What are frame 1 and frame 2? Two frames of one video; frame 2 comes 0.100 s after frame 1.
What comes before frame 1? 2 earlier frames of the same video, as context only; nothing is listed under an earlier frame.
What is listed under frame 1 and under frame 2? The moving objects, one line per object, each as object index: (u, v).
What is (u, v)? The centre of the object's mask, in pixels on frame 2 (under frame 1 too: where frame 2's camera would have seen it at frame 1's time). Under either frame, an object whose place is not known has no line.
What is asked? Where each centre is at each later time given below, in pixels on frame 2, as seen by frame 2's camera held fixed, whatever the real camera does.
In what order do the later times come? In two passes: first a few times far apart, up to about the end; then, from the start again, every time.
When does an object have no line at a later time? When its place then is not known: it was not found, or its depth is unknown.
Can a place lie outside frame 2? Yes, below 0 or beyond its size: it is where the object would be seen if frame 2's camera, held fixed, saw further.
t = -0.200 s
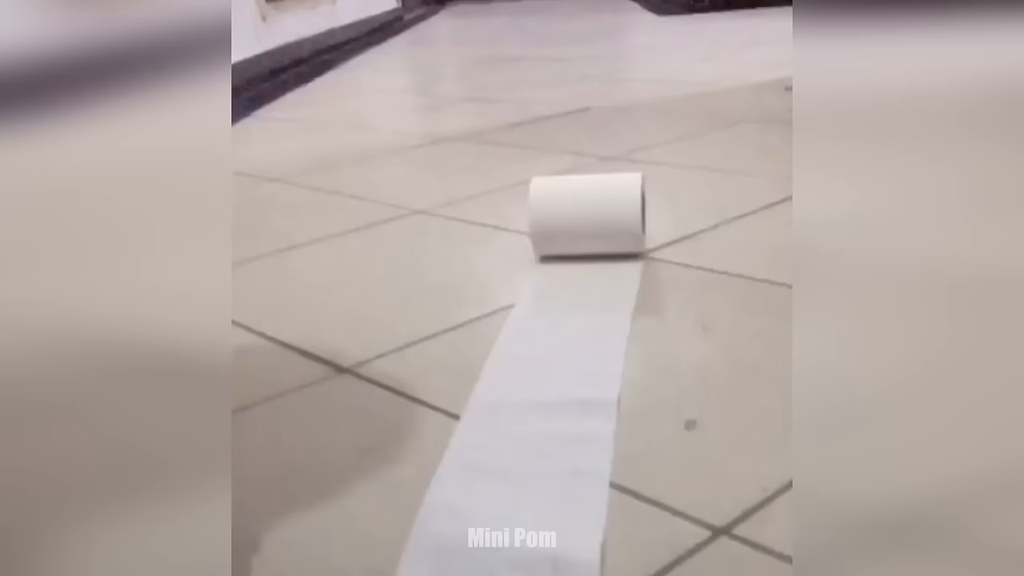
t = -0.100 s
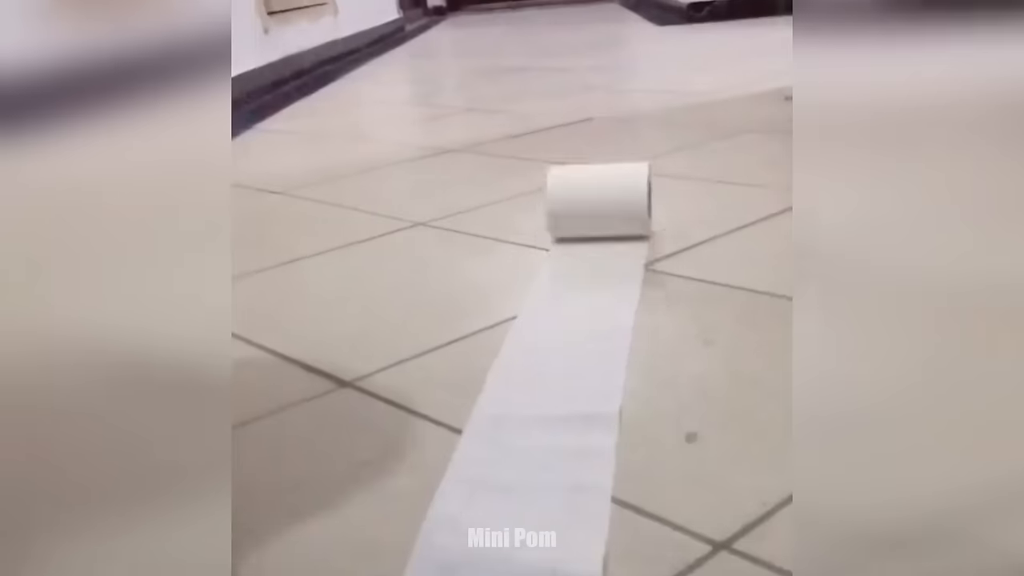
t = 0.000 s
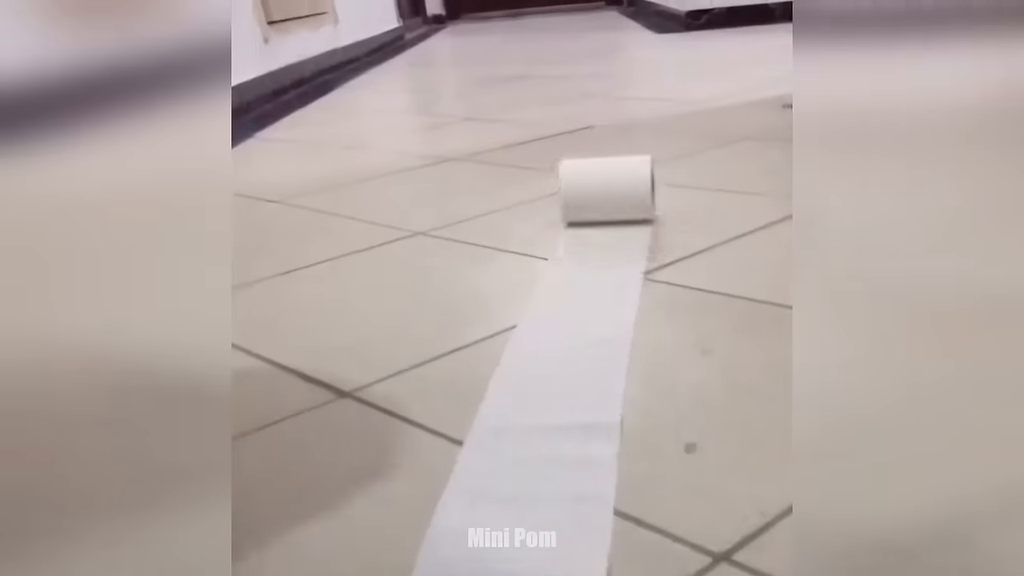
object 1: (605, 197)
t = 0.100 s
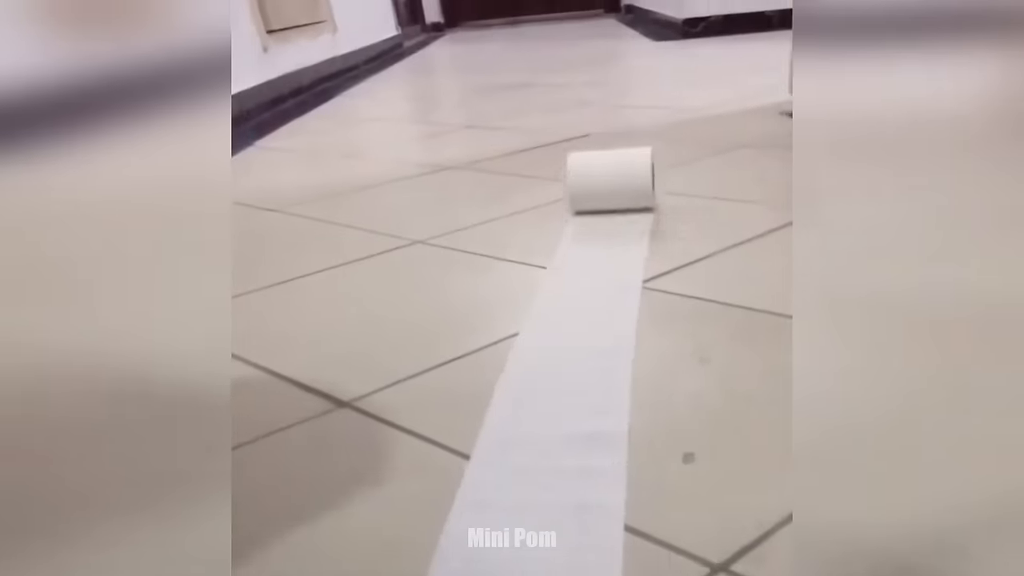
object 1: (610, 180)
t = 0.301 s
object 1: (620, 156)
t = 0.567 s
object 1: (626, 132)
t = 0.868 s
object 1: (631, 113)
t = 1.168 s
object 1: (637, 98)
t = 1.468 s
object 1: (641, 87)
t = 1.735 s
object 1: (642, 80)
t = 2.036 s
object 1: (645, 72)
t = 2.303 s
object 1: (646, 68)
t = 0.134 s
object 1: (612, 176)
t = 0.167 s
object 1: (614, 170)
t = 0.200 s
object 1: (616, 167)
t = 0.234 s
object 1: (617, 163)
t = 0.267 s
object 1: (617, 160)
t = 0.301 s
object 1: (620, 156)
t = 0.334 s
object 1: (620, 152)
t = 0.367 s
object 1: (621, 149)
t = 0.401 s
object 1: (623, 146)
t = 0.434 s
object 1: (622, 144)
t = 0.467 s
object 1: (624, 140)
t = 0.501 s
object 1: (624, 137)
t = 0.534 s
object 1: (625, 134)
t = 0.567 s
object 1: (626, 132)
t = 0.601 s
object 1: (626, 129)
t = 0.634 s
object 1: (628, 126)
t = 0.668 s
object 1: (628, 124)
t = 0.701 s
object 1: (629, 122)
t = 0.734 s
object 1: (630, 120)
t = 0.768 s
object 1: (630, 119)
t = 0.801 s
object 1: (630, 116)
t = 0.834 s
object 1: (631, 114)
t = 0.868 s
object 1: (631, 113)
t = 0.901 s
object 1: (632, 111)
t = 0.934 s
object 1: (633, 110)
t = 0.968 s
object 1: (634, 107)
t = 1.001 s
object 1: (635, 105)
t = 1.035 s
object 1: (635, 104)
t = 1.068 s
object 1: (635, 103)
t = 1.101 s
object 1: (636, 101)
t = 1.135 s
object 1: (636, 100)
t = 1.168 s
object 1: (637, 98)
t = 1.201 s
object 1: (637, 97)
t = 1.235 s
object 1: (638, 95)
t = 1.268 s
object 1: (638, 94)
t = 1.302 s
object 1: (638, 94)
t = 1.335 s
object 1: (639, 92)
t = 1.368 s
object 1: (639, 90)
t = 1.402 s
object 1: (640, 89)
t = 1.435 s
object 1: (640, 88)
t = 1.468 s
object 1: (641, 87)
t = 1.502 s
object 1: (641, 86)
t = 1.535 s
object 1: (641, 85)
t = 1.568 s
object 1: (641, 83)
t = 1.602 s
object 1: (642, 83)
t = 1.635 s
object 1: (642, 82)
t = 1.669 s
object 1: (642, 81)
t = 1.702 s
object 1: (642, 81)
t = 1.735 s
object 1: (642, 80)
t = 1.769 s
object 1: (643, 79)
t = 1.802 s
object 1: (643, 78)
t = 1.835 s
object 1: (643, 77)
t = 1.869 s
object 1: (644, 76)
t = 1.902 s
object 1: (644, 76)
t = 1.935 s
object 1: (644, 76)
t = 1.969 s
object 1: (644, 74)
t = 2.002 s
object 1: (644, 73)
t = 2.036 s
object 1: (645, 72)
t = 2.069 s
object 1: (645, 72)
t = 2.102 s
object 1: (644, 71)
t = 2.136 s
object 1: (644, 71)
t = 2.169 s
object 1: (645, 71)
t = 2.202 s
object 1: (645, 69)
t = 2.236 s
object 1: (645, 69)
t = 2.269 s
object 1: (645, 68)
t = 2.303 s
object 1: (646, 68)
